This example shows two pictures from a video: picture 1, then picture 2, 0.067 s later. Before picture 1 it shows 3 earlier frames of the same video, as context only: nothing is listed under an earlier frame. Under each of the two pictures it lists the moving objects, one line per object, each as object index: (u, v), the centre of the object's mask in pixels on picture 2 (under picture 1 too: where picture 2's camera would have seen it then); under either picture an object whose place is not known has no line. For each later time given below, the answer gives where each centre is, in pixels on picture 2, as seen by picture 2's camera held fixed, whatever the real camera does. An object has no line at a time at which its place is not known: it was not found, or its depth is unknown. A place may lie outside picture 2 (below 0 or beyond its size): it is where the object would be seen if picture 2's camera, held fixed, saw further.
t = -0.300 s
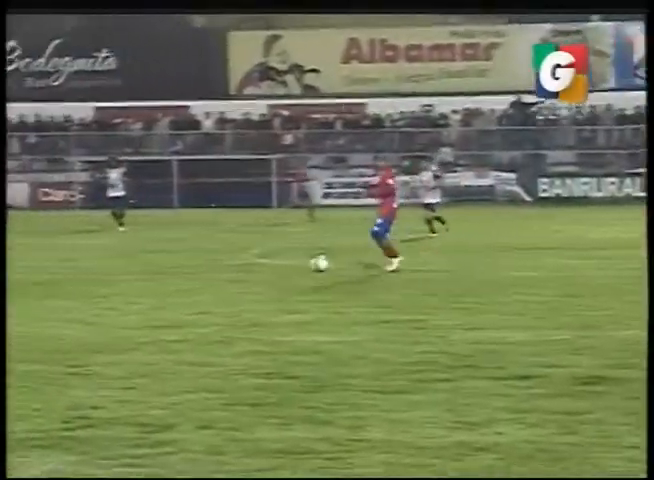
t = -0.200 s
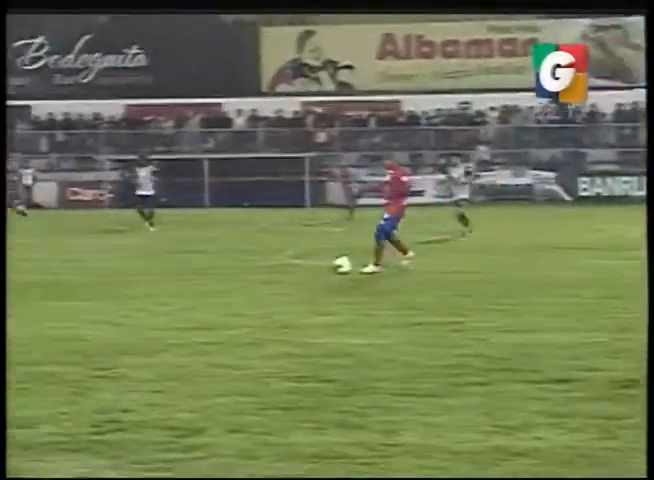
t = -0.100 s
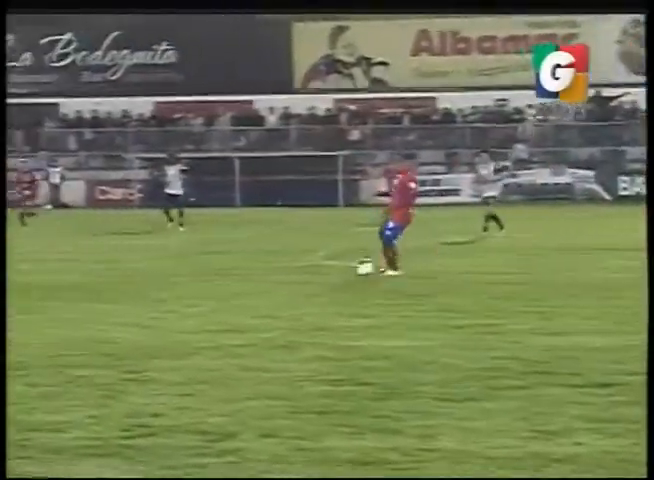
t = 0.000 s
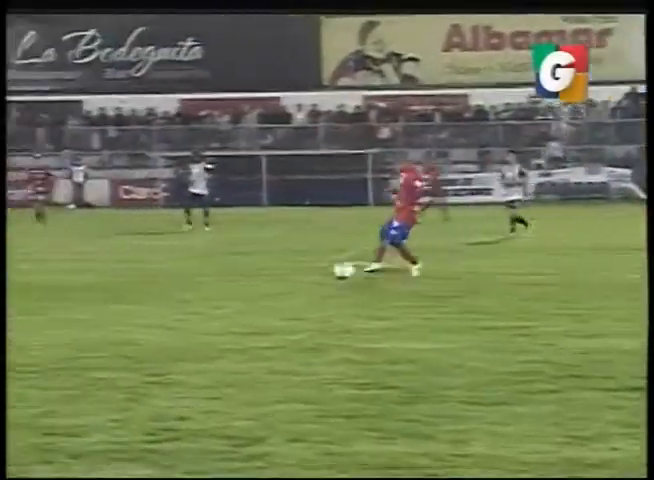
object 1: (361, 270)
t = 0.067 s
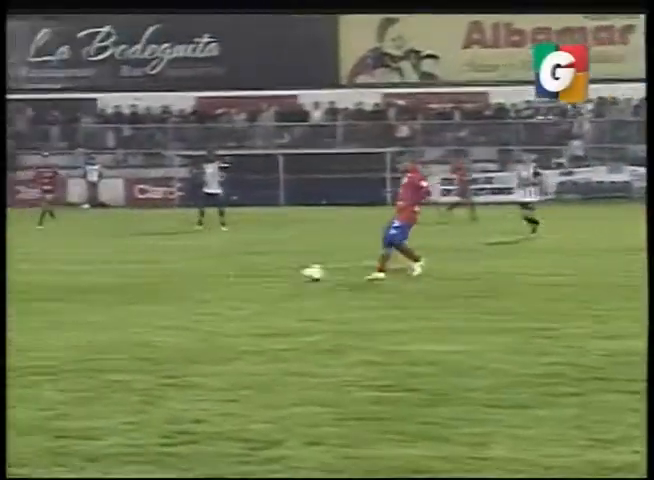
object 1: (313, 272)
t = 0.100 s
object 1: (287, 273)
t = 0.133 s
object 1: (263, 275)
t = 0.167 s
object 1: (239, 277)
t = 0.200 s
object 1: (216, 277)
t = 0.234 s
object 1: (191, 279)
